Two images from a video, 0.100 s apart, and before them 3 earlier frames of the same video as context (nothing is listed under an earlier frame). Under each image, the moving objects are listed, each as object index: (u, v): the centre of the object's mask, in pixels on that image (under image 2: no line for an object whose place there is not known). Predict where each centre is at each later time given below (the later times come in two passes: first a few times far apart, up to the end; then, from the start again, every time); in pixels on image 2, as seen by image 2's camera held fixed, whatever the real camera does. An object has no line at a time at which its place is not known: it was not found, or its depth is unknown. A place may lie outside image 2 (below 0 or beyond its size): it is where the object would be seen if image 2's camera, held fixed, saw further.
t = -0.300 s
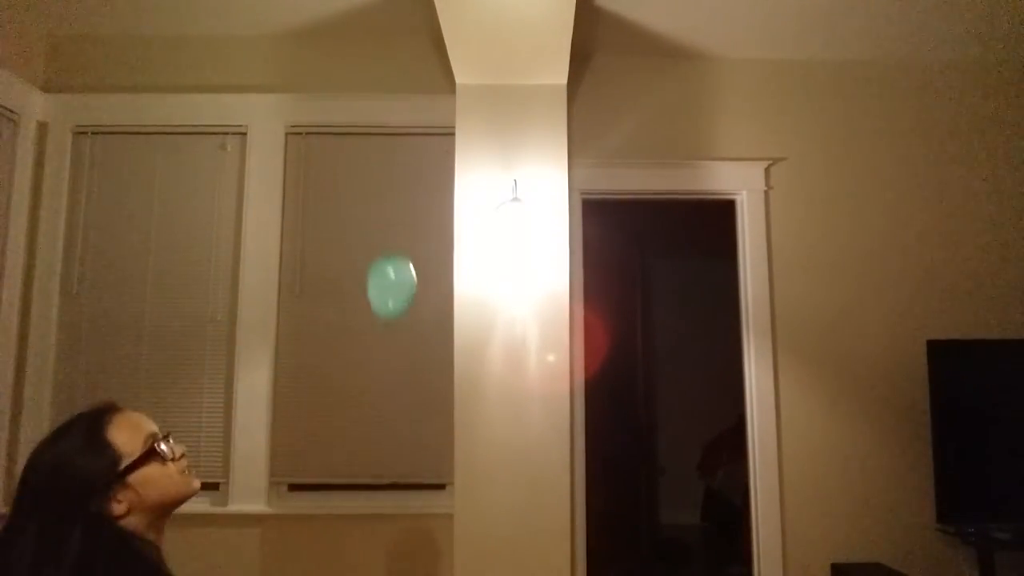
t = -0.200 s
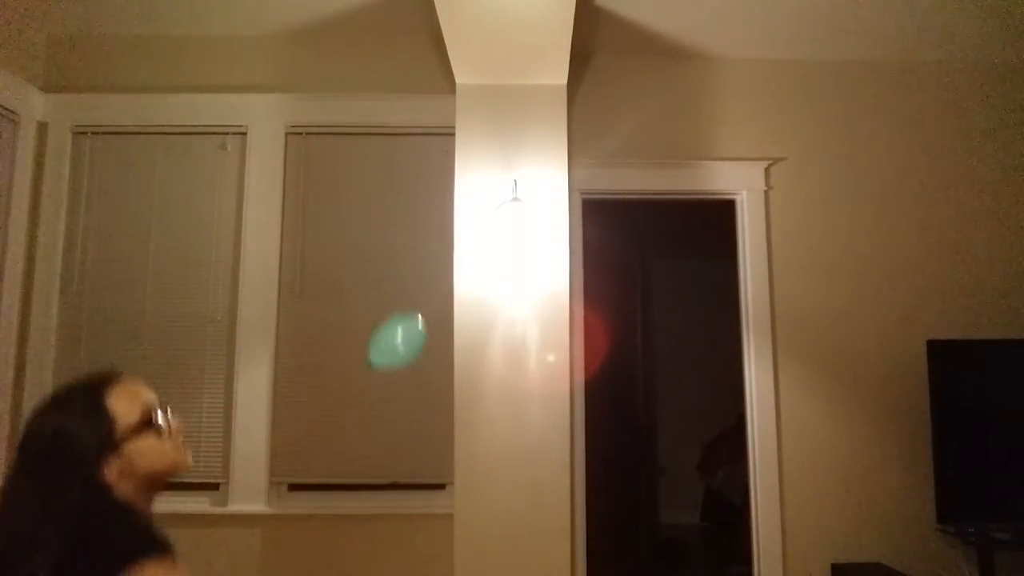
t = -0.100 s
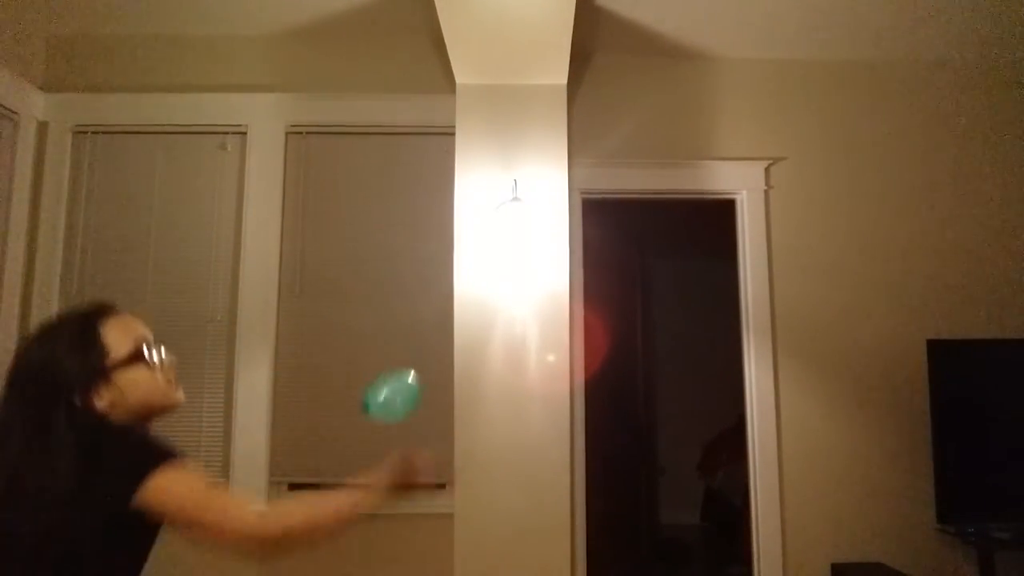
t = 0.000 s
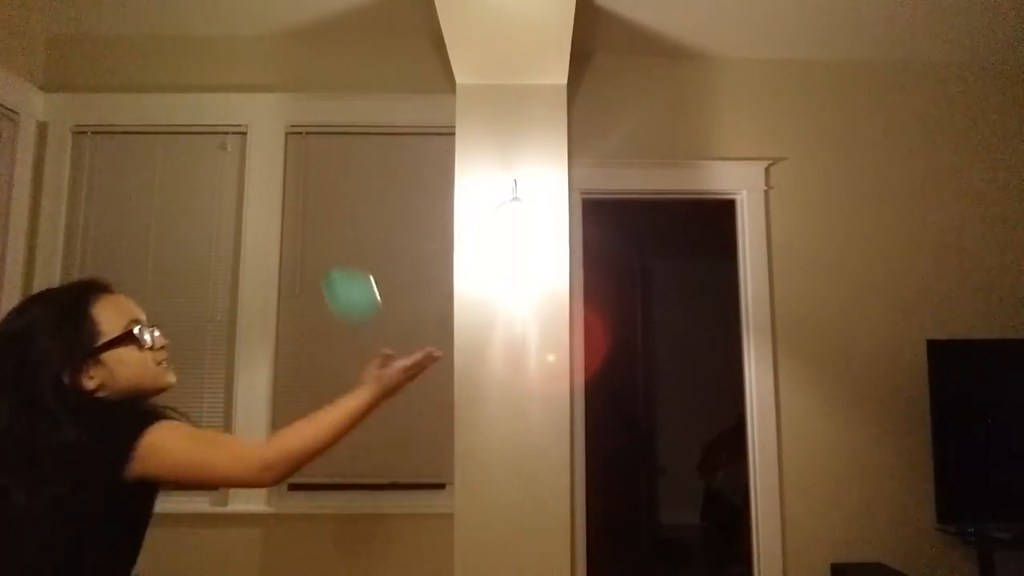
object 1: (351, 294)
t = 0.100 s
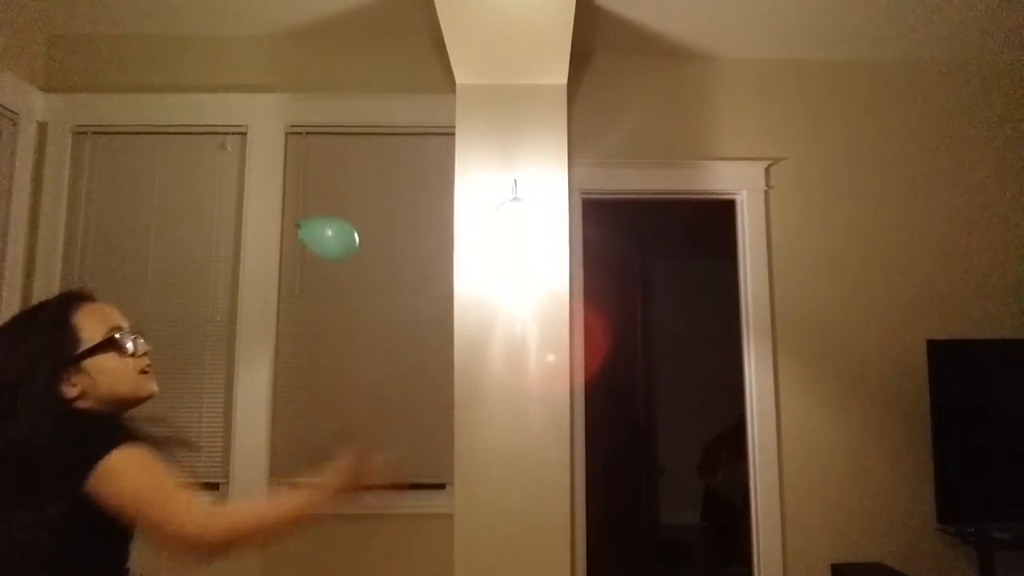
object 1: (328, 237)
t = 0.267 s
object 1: (312, 225)
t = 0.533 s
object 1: (301, 262)
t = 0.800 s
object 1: (295, 365)
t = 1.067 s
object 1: (273, 506)
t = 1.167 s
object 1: (256, 550)
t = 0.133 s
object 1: (325, 232)
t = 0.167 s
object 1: (323, 227)
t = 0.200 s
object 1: (319, 224)
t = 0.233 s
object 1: (315, 223)
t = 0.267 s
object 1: (312, 225)
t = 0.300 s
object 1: (310, 227)
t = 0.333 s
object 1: (308, 230)
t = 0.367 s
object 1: (306, 234)
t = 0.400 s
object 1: (305, 238)
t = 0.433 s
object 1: (304, 243)
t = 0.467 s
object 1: (303, 249)
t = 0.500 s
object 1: (302, 255)
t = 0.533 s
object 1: (301, 262)
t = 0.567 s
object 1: (300, 271)
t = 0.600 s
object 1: (300, 281)
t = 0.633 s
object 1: (299, 292)
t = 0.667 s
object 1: (298, 305)
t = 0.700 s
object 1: (297, 318)
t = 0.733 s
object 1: (296, 332)
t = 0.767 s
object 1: (296, 349)
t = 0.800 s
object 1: (295, 365)
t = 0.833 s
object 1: (294, 383)
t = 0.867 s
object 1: (293, 402)
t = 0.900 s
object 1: (292, 420)
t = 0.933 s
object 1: (291, 439)
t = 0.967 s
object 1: (289, 457)
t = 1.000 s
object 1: (284, 474)
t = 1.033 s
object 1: (278, 491)
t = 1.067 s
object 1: (273, 506)
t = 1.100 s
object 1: (267, 521)
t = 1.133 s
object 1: (261, 535)
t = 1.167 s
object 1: (256, 550)
